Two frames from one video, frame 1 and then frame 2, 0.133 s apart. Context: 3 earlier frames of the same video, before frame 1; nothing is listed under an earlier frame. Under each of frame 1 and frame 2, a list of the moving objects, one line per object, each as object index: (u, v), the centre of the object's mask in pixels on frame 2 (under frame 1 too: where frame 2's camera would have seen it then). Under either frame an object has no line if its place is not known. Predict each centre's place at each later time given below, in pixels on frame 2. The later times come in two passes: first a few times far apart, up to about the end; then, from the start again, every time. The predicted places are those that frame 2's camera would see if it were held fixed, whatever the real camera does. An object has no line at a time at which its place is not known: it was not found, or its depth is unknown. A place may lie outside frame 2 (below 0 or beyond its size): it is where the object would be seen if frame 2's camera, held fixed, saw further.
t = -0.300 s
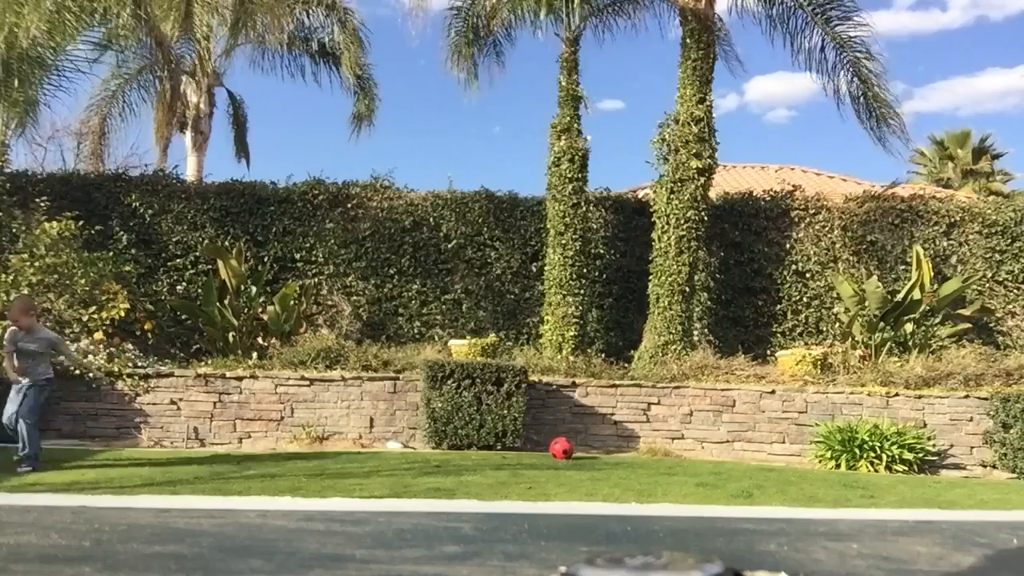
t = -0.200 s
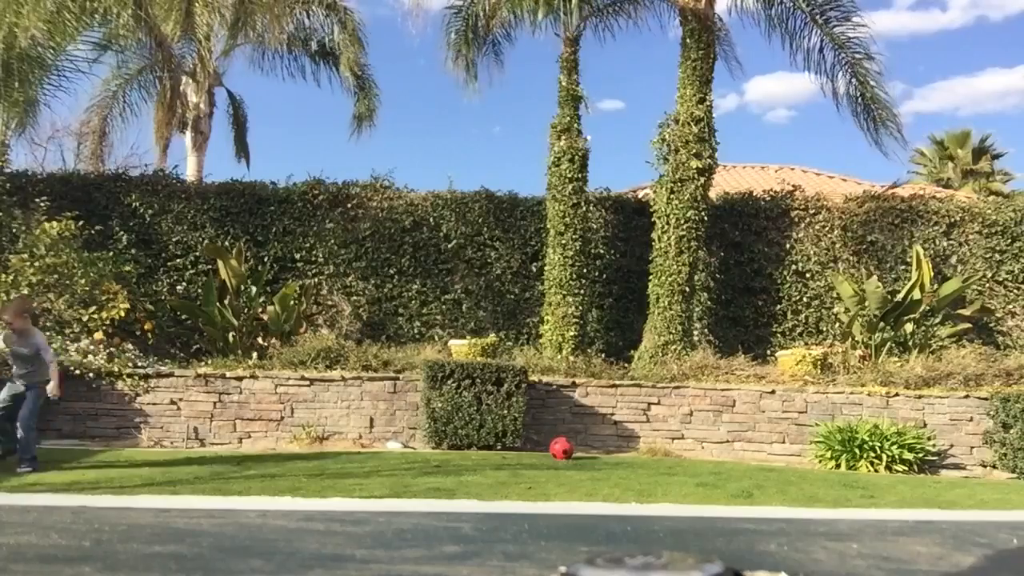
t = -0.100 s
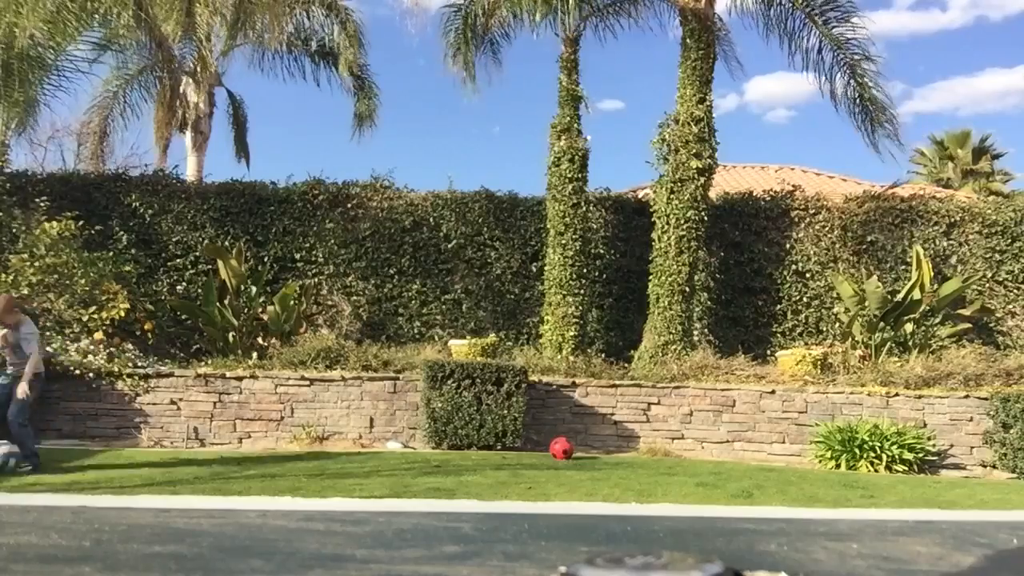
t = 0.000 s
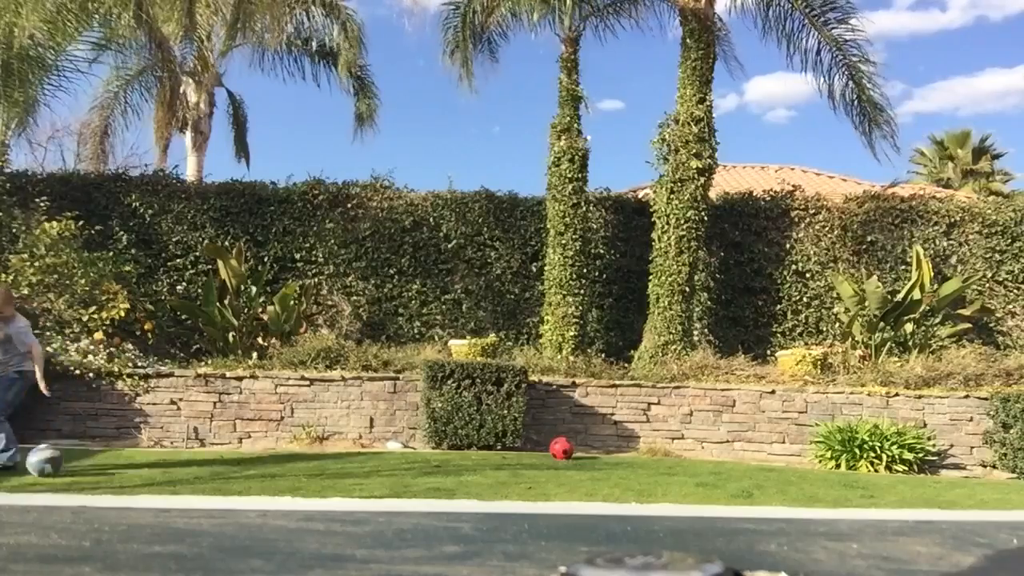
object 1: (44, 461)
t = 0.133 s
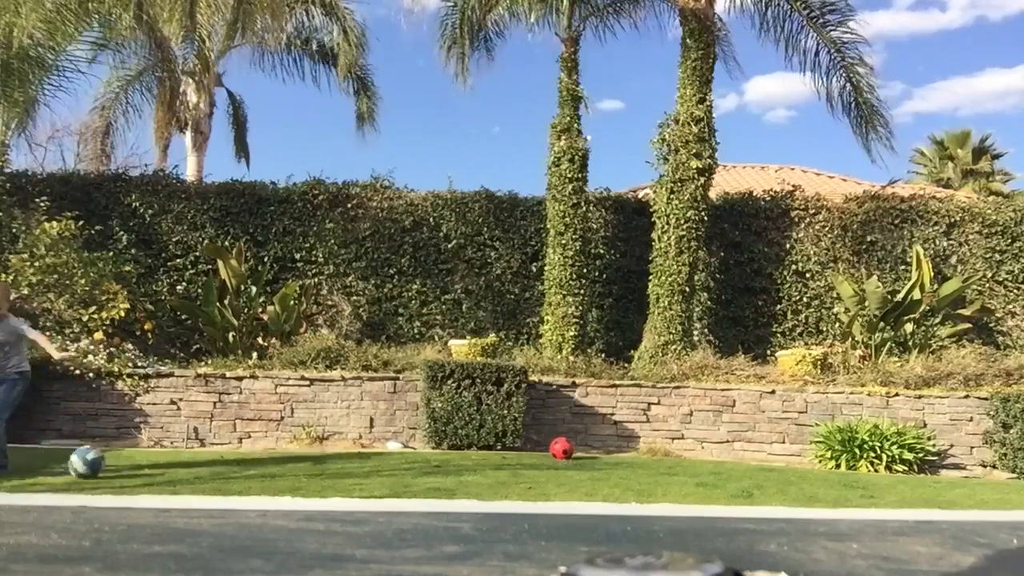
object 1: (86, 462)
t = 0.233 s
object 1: (110, 464)
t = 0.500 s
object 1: (165, 467)
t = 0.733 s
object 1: (209, 469)
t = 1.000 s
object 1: (251, 475)
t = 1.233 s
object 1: (282, 477)
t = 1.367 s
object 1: (297, 479)
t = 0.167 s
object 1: (94, 463)
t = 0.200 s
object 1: (102, 463)
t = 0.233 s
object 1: (110, 464)
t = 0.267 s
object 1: (117, 464)
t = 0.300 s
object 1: (124, 464)
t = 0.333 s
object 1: (131, 465)
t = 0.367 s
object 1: (138, 465)
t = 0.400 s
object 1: (145, 466)
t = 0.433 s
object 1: (152, 467)
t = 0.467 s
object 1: (159, 467)
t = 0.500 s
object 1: (165, 467)
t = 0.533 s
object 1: (172, 468)
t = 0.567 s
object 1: (179, 468)
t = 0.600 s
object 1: (185, 468)
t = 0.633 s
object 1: (191, 468)
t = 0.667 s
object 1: (198, 469)
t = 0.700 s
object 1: (203, 469)
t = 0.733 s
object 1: (209, 469)
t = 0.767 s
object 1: (215, 470)
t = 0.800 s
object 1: (220, 472)
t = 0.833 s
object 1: (225, 472)
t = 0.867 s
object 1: (230, 472)
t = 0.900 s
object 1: (236, 472)
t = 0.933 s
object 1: (241, 473)
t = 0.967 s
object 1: (246, 474)
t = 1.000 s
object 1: (251, 475)
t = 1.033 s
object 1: (255, 475)
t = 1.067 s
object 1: (260, 475)
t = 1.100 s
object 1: (265, 476)
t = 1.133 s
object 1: (270, 476)
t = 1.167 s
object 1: (274, 477)
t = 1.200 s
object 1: (277, 476)
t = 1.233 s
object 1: (282, 477)
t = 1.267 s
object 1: (286, 478)
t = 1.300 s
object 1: (289, 478)
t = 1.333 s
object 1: (293, 479)
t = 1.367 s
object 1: (297, 479)
